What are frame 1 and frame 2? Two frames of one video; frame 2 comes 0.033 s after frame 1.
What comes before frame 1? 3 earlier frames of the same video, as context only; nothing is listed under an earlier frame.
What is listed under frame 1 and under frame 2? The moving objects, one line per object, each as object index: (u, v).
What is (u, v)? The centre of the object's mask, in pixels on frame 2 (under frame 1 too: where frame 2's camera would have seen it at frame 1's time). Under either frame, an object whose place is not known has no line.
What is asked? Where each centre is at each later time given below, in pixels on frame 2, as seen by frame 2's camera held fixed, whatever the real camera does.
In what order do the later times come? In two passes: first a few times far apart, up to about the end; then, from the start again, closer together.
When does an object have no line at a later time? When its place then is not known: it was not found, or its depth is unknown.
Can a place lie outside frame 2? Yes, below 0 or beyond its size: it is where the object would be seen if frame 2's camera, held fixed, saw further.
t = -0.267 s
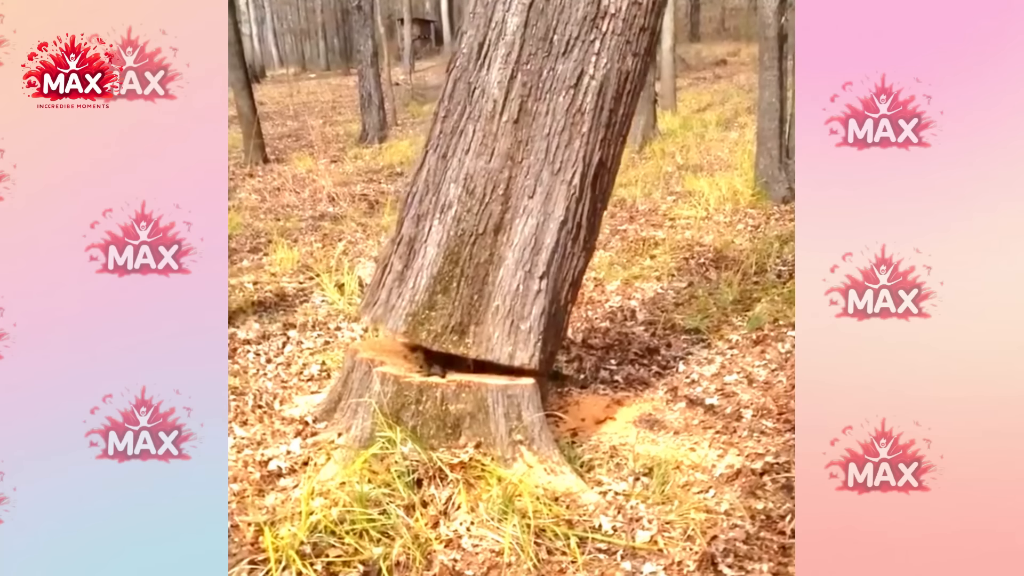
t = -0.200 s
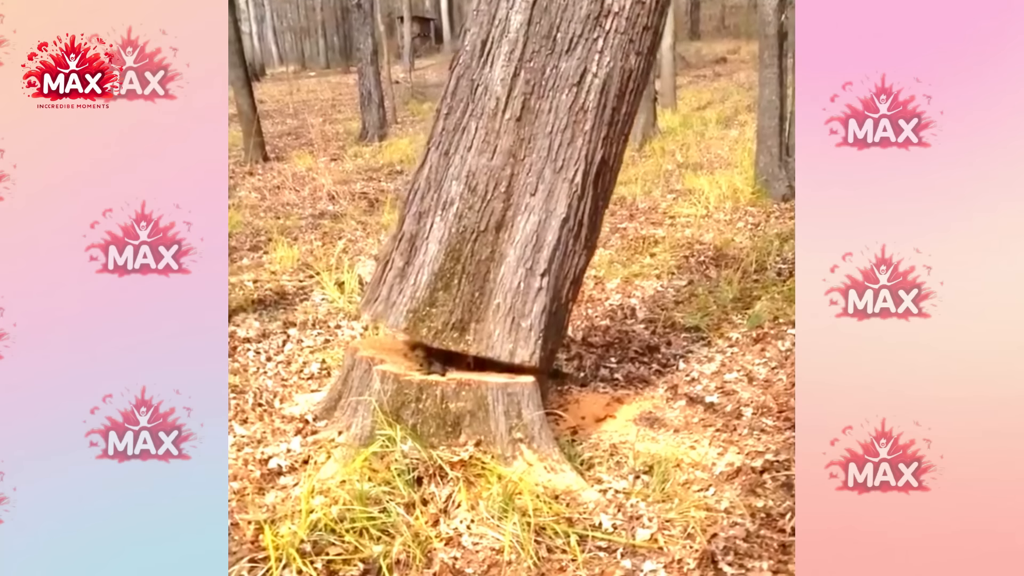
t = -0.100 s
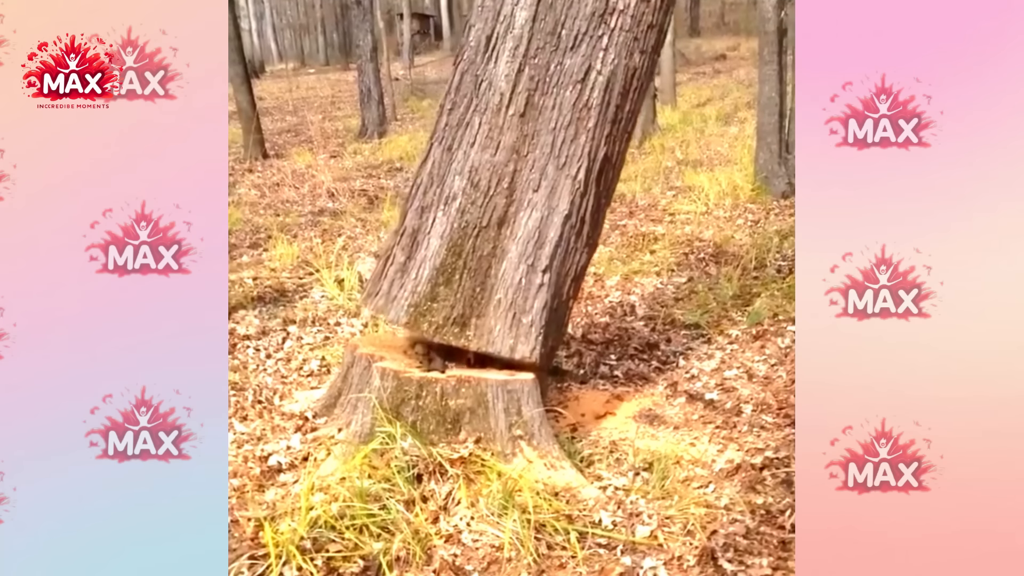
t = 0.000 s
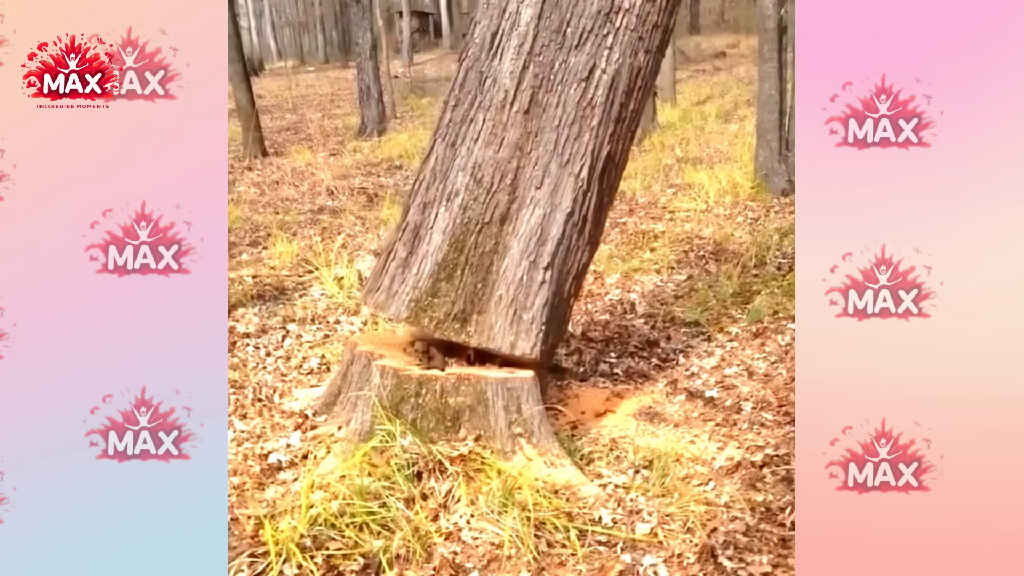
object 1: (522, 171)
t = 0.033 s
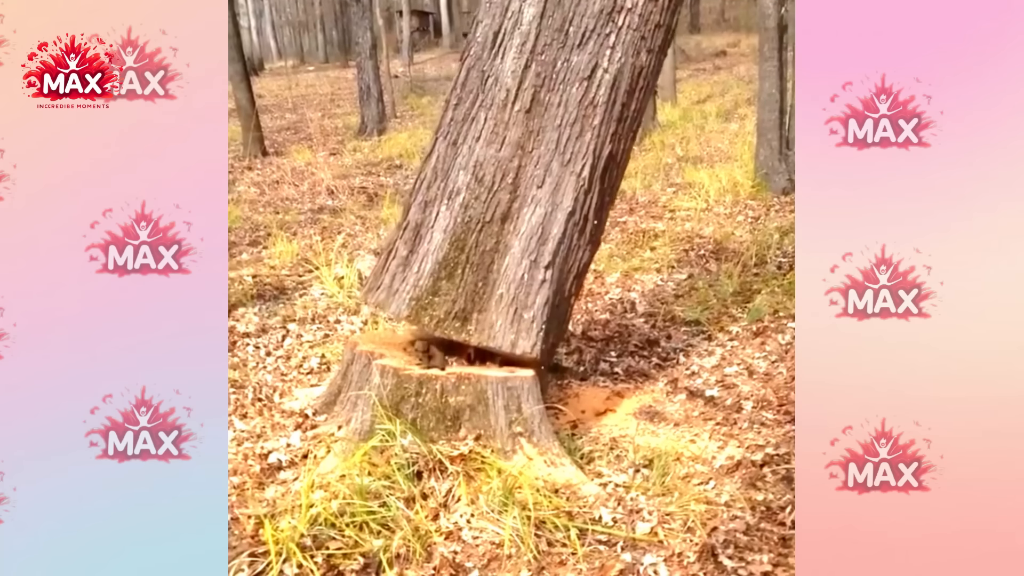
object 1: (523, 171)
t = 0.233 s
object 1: (532, 168)
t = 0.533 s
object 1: (547, 165)
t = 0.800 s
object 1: (561, 164)
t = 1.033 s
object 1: (582, 164)
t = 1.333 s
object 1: (610, 174)
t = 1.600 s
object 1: (598, 202)
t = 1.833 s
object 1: (596, 229)
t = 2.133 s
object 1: (614, 293)
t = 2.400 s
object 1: (672, 325)
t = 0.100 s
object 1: (526, 170)
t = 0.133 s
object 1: (528, 169)
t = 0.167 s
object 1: (529, 169)
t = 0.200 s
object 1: (531, 168)
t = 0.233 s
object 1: (532, 168)
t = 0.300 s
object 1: (536, 167)
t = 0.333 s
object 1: (537, 167)
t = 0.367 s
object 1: (538, 167)
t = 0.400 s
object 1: (540, 166)
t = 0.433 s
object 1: (541, 166)
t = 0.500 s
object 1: (545, 165)
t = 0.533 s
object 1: (547, 165)
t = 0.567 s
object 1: (548, 166)
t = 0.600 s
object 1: (549, 165)
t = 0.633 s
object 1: (551, 165)
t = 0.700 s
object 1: (555, 165)
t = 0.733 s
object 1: (557, 165)
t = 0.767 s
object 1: (559, 164)
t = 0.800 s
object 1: (561, 164)
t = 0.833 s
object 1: (564, 164)
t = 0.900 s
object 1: (568, 164)
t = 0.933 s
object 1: (571, 164)
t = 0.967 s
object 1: (575, 164)
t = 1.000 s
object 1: (578, 164)
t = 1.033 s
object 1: (582, 164)
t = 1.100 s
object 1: (590, 164)
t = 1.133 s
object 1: (594, 164)
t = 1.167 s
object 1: (598, 164)
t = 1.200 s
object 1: (601, 165)
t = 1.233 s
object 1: (603, 166)
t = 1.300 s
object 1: (609, 170)
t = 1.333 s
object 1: (610, 174)
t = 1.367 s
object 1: (609, 177)
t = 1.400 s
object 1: (609, 181)
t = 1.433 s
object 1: (608, 184)
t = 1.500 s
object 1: (605, 193)
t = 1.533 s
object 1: (603, 197)
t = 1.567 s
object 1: (600, 199)
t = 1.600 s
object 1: (598, 202)
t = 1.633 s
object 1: (596, 204)
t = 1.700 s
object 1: (595, 209)
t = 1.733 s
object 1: (596, 214)
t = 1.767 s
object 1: (596, 219)
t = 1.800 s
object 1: (596, 224)
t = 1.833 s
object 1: (596, 229)
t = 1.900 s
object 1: (596, 239)
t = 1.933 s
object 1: (596, 245)
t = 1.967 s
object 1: (598, 251)
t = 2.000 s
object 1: (601, 257)
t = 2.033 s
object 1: (603, 264)
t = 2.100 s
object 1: (610, 282)
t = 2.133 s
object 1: (614, 293)
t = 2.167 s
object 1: (621, 306)
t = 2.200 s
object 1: (626, 326)
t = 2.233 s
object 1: (637, 339)
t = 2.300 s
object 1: (641, 343)
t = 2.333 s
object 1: (644, 342)
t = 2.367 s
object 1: (649, 335)
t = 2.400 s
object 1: (672, 325)
